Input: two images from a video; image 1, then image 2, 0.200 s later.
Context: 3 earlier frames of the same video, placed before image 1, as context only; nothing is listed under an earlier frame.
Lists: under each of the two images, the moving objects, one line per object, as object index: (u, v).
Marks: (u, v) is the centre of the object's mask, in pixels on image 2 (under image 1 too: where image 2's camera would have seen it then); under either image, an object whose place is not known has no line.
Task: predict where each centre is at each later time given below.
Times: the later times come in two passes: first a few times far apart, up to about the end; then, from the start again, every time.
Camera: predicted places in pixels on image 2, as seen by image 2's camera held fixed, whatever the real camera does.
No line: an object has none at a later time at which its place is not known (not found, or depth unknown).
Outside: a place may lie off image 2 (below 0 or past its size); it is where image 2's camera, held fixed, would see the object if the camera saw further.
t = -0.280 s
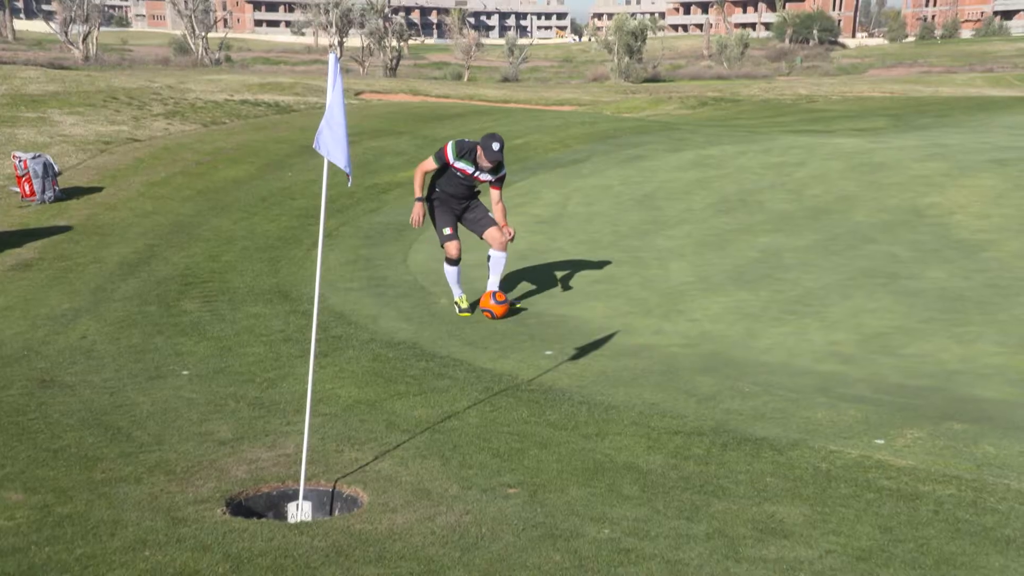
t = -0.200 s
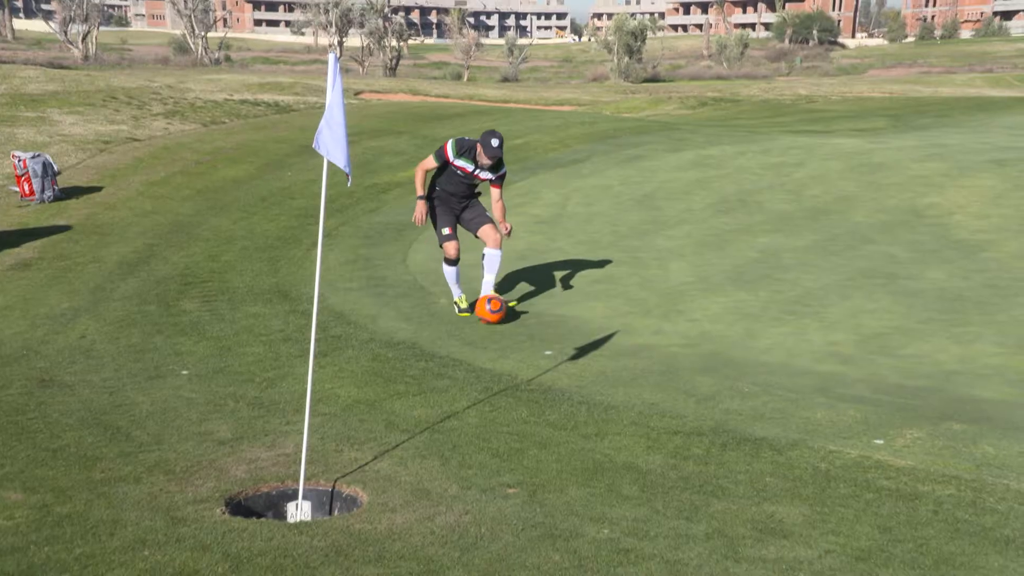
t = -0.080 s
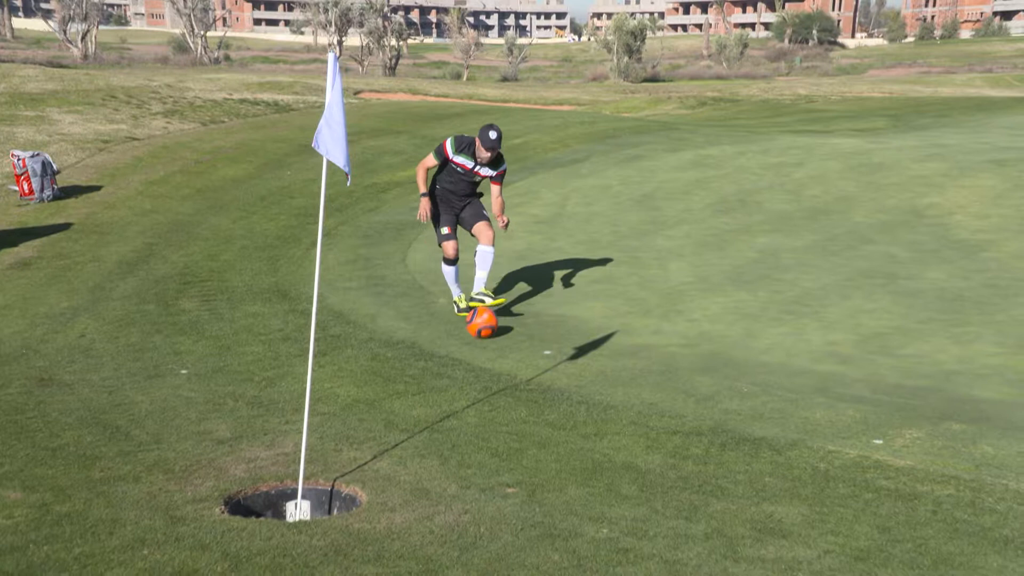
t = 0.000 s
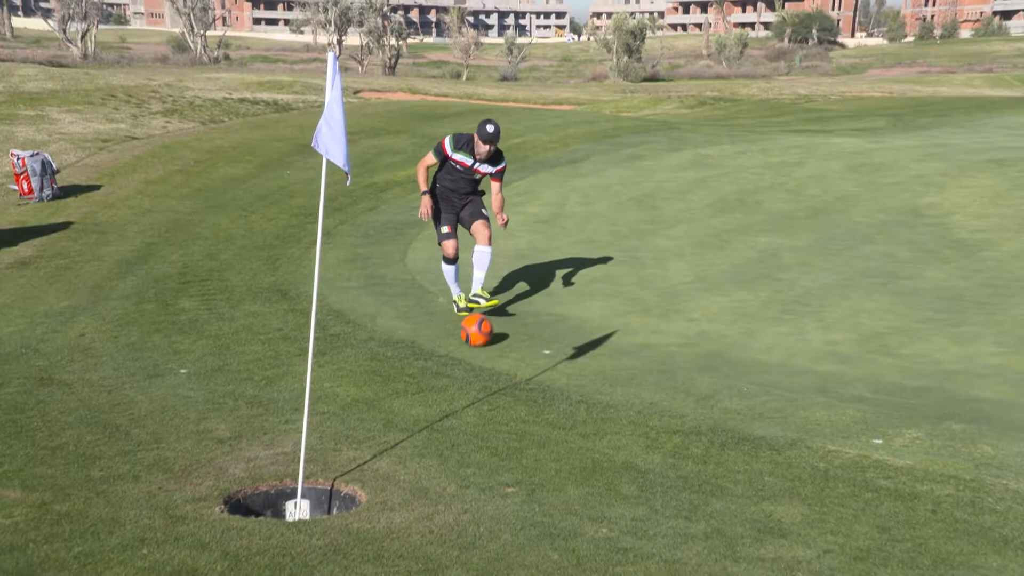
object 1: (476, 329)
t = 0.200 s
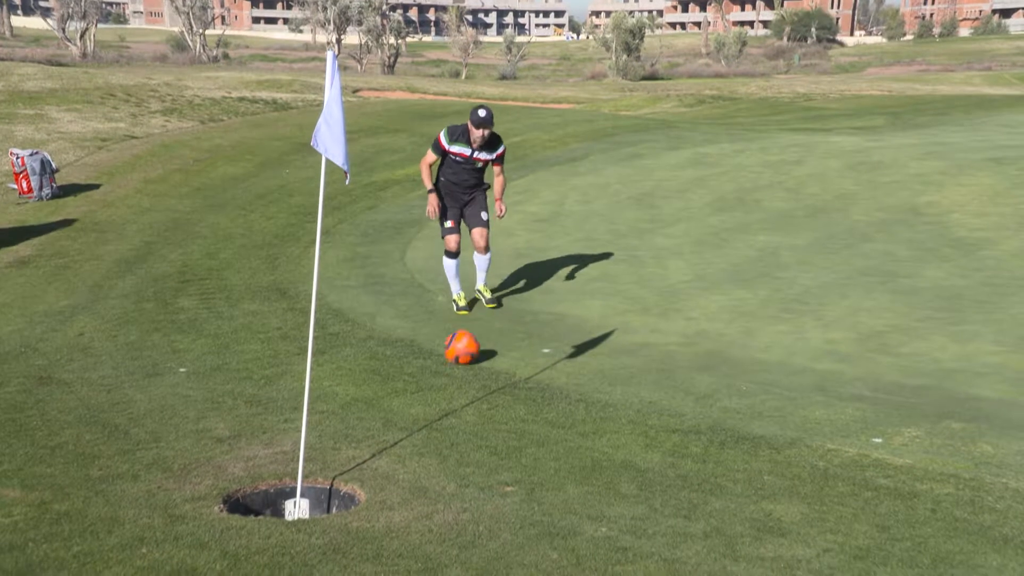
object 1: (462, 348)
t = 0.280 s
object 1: (456, 352)
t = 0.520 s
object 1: (441, 371)
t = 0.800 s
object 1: (422, 395)
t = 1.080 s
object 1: (399, 423)
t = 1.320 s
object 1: (375, 450)
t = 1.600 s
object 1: (337, 489)
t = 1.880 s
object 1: (257, 492)
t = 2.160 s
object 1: (217, 478)
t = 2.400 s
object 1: (204, 467)
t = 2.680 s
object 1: (191, 460)
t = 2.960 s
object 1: (182, 452)
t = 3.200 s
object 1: (177, 445)
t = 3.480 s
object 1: (173, 439)
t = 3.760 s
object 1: (172, 433)
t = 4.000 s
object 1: (173, 430)
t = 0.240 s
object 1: (459, 350)
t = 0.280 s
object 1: (456, 352)
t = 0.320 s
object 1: (454, 356)
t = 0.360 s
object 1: (451, 358)
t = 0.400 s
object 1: (448, 360)
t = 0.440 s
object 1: (446, 364)
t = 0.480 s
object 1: (443, 368)
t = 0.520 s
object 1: (441, 371)
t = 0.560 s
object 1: (439, 373)
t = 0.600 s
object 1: (436, 377)
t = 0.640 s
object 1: (433, 380)
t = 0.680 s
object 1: (431, 384)
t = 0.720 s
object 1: (428, 388)
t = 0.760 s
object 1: (425, 390)
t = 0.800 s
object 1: (422, 395)
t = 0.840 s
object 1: (419, 399)
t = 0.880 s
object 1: (416, 403)
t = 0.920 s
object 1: (413, 407)
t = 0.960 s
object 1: (409, 411)
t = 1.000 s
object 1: (406, 415)
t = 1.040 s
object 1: (403, 419)
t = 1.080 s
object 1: (399, 423)
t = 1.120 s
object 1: (396, 427)
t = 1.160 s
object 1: (392, 432)
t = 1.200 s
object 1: (388, 437)
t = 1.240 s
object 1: (384, 441)
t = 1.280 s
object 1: (380, 445)
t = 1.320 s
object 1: (375, 450)
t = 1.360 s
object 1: (370, 453)
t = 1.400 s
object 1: (366, 458)
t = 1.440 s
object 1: (361, 462)
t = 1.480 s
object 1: (356, 466)
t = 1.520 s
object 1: (352, 474)
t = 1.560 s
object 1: (346, 483)
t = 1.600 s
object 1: (337, 489)
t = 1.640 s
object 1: (327, 492)
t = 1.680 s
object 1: (316, 495)
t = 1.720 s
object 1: (302, 497)
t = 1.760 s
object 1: (290, 497)
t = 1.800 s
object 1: (278, 496)
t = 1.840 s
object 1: (268, 493)
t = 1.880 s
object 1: (257, 492)
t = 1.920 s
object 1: (248, 492)
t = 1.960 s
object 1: (240, 490)
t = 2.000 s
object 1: (233, 489)
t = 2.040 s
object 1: (227, 485)
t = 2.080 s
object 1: (224, 481)
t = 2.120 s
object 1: (220, 478)
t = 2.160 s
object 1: (217, 478)
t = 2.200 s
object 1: (214, 477)
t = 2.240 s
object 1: (212, 474)
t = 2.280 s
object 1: (210, 472)
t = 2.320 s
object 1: (208, 471)
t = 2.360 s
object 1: (206, 469)
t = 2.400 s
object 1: (204, 467)
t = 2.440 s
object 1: (202, 466)
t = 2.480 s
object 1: (200, 466)
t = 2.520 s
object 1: (198, 465)
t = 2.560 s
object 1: (196, 464)
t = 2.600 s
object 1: (194, 463)
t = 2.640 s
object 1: (193, 461)
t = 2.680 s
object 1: (191, 460)
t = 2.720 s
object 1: (190, 459)
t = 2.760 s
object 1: (189, 458)
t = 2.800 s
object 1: (187, 456)
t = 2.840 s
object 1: (187, 456)
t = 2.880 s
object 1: (185, 455)
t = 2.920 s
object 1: (183, 453)
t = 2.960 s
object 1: (182, 452)
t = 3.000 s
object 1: (181, 451)
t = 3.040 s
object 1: (180, 450)
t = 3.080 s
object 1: (179, 449)
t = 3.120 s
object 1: (178, 447)
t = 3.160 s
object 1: (177, 446)
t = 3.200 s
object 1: (177, 445)
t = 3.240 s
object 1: (176, 444)
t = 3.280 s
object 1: (175, 443)
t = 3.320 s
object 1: (175, 442)
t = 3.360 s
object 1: (174, 442)
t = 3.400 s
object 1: (174, 441)
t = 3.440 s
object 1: (174, 440)
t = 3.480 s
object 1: (173, 439)
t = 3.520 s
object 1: (173, 438)
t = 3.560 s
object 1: (172, 437)
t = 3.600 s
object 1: (172, 436)
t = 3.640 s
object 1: (172, 435)
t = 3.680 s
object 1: (171, 434)
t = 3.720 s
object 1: (171, 434)
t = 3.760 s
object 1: (172, 433)
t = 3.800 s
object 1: (172, 433)
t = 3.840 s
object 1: (172, 432)
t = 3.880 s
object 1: (172, 431)
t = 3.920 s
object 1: (172, 431)
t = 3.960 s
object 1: (172, 430)
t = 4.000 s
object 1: (173, 430)
